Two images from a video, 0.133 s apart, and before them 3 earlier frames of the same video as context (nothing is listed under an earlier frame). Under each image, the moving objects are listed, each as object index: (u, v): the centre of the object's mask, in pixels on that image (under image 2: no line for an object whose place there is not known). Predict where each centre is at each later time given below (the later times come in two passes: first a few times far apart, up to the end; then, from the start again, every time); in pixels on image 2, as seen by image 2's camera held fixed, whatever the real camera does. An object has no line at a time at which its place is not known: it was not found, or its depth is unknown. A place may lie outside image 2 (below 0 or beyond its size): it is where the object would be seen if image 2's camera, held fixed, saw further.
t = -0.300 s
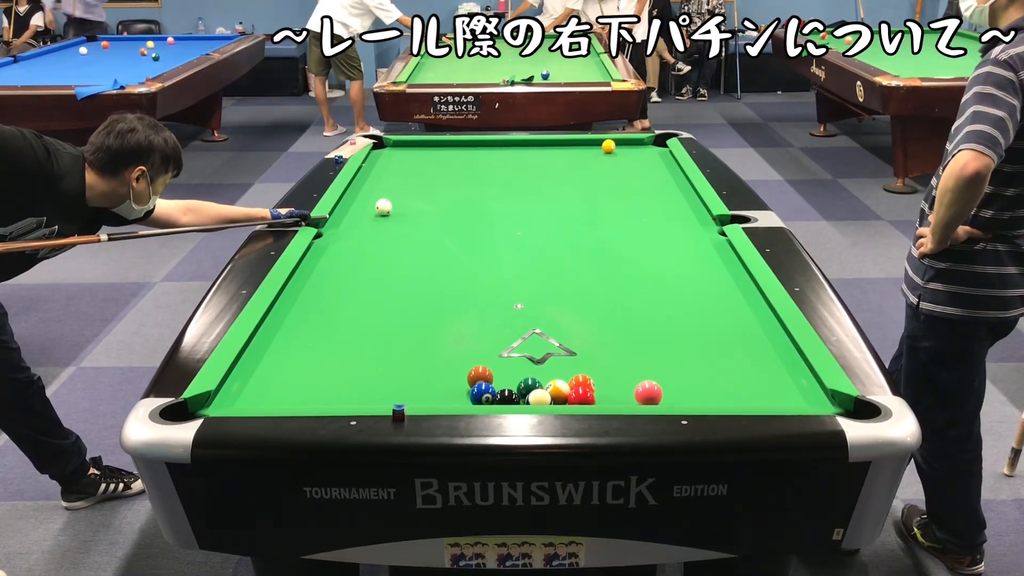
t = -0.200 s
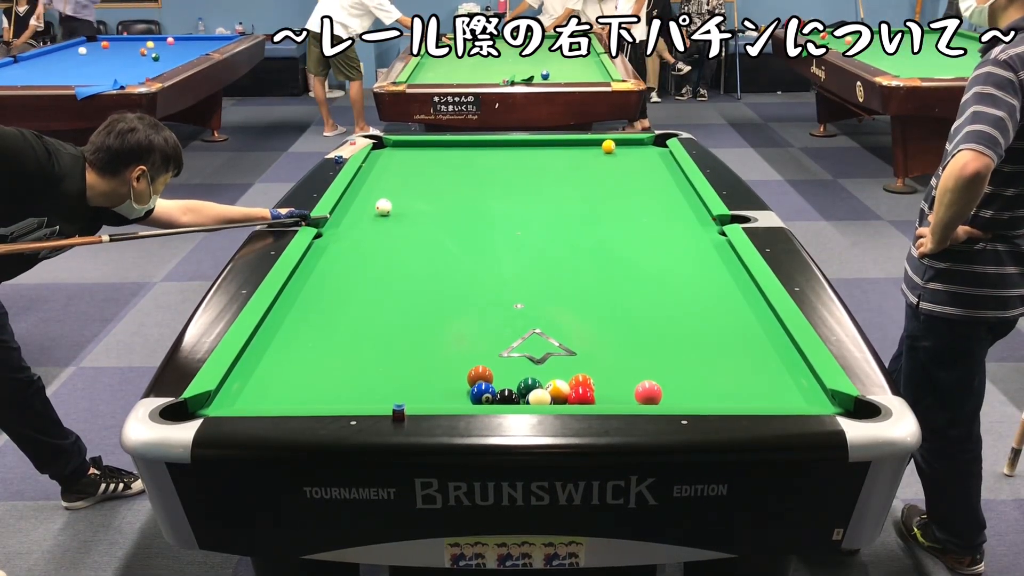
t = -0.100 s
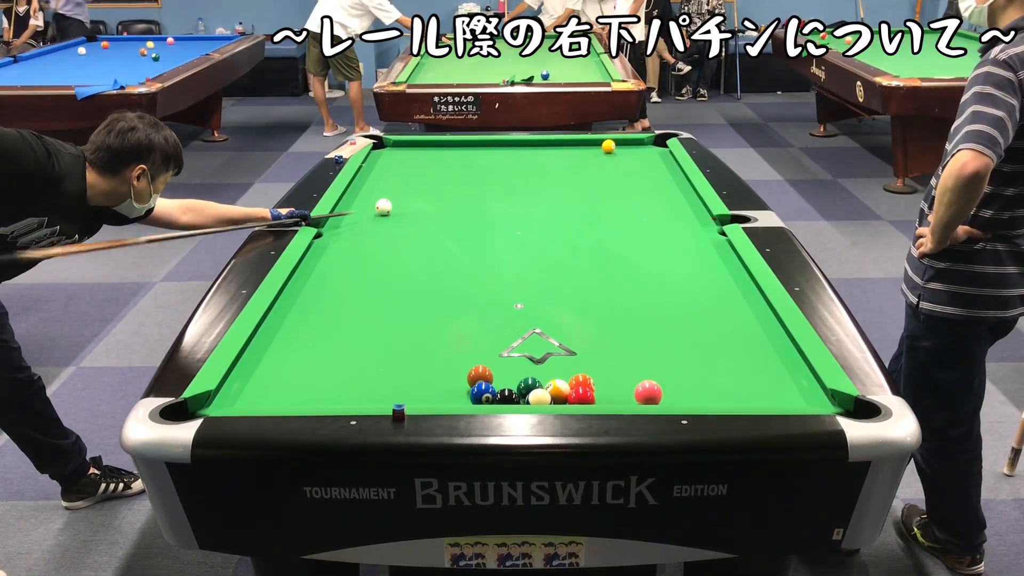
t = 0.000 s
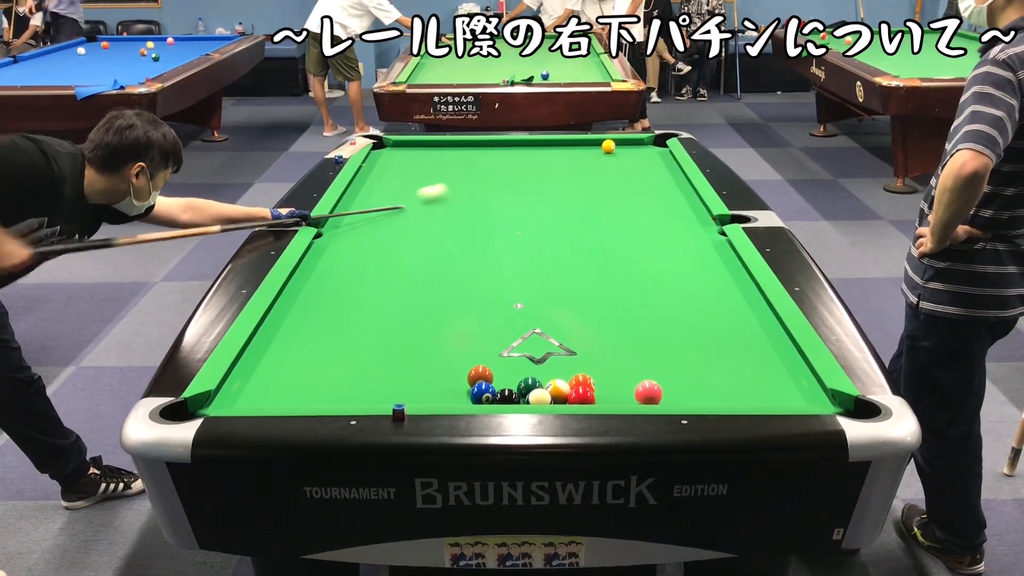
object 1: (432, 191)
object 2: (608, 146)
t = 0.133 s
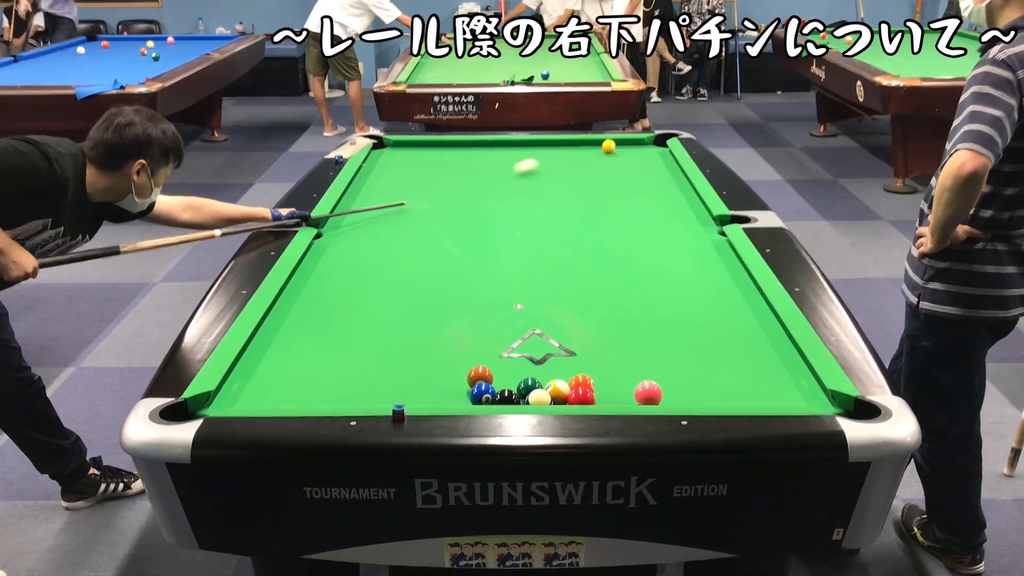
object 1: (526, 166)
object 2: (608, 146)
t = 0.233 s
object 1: (582, 150)
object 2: (608, 146)
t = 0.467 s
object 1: (601, 149)
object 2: (662, 140)
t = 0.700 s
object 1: (628, 160)
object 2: (655, 140)
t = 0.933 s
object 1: (656, 172)
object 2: (655, 140)
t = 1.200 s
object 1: (683, 186)
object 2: (657, 141)
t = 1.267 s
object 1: (681, 189)
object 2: (657, 141)
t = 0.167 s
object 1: (546, 160)
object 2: (608, 146)
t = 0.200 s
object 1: (565, 155)
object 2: (608, 146)
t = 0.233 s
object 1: (582, 150)
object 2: (608, 146)
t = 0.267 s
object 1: (595, 146)
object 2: (613, 145)
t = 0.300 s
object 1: (592, 143)
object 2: (630, 144)
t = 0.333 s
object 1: (590, 142)
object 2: (649, 142)
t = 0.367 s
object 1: (592, 144)
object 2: (660, 141)
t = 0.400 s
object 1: (595, 146)
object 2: (656, 139)
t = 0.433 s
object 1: (598, 147)
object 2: (658, 140)
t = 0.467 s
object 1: (601, 149)
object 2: (662, 140)
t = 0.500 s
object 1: (604, 151)
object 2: (663, 141)
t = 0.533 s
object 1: (608, 152)
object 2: (662, 141)
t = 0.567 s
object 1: (612, 154)
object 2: (660, 140)
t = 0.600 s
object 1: (616, 155)
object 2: (659, 140)
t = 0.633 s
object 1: (620, 157)
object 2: (658, 140)
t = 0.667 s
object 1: (624, 158)
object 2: (656, 140)
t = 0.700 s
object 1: (628, 160)
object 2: (655, 140)
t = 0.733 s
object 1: (632, 162)
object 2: (653, 140)
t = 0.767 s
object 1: (636, 163)
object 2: (653, 140)
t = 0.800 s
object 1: (640, 165)
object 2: (654, 140)
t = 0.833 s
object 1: (644, 167)
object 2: (654, 140)
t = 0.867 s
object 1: (648, 168)
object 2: (654, 140)
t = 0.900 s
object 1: (653, 170)
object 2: (654, 140)
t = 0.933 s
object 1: (656, 172)
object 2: (655, 140)
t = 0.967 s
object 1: (661, 174)
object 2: (655, 140)
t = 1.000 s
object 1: (665, 175)
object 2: (655, 141)
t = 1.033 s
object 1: (670, 177)
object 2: (656, 141)
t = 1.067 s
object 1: (674, 179)
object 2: (656, 141)
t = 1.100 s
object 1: (679, 181)
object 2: (656, 141)
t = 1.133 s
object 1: (683, 183)
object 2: (656, 141)
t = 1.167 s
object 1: (683, 184)
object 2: (656, 141)
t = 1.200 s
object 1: (683, 186)
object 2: (657, 141)
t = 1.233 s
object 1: (682, 187)
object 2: (657, 141)
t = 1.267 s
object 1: (681, 189)
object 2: (657, 141)
